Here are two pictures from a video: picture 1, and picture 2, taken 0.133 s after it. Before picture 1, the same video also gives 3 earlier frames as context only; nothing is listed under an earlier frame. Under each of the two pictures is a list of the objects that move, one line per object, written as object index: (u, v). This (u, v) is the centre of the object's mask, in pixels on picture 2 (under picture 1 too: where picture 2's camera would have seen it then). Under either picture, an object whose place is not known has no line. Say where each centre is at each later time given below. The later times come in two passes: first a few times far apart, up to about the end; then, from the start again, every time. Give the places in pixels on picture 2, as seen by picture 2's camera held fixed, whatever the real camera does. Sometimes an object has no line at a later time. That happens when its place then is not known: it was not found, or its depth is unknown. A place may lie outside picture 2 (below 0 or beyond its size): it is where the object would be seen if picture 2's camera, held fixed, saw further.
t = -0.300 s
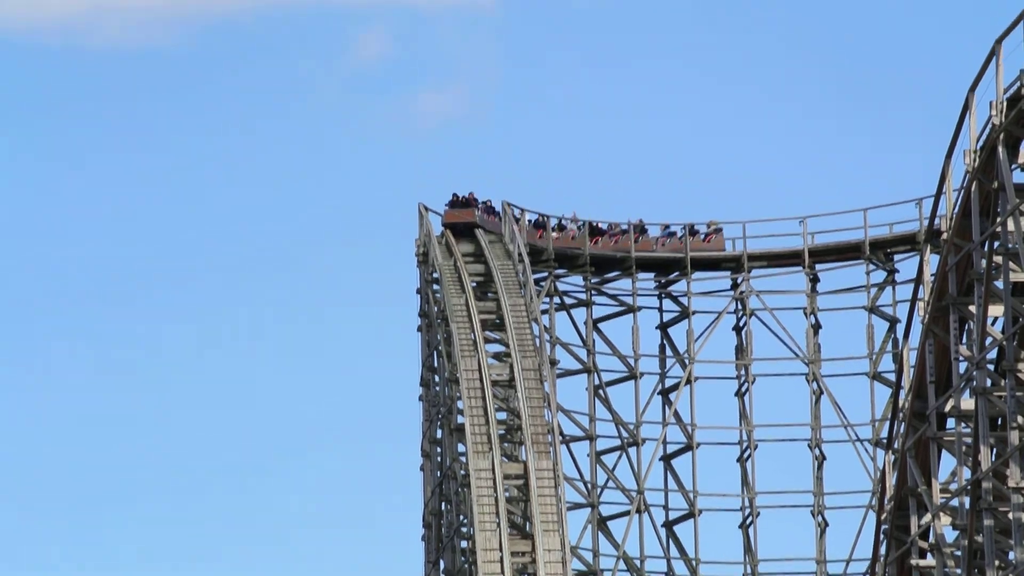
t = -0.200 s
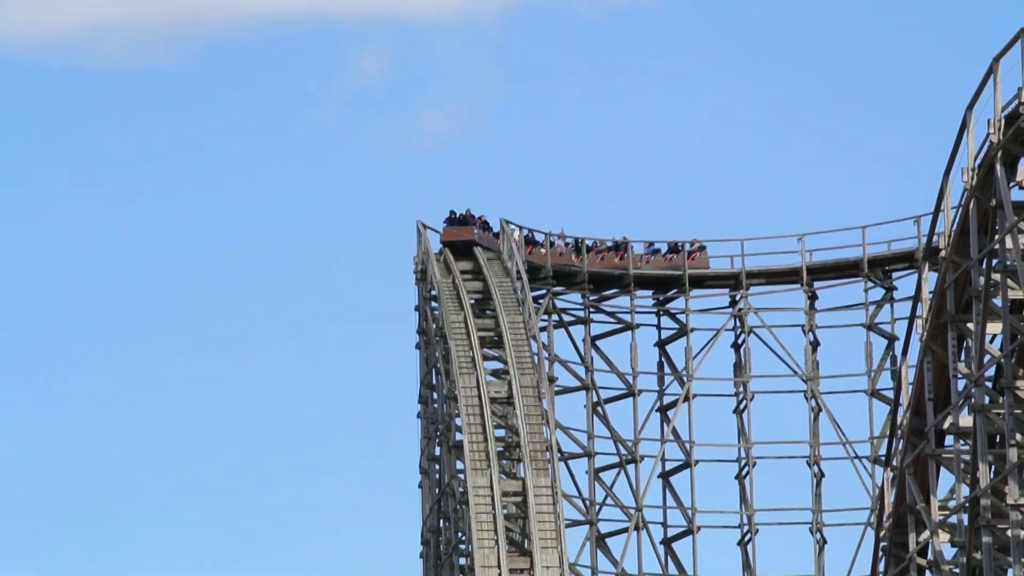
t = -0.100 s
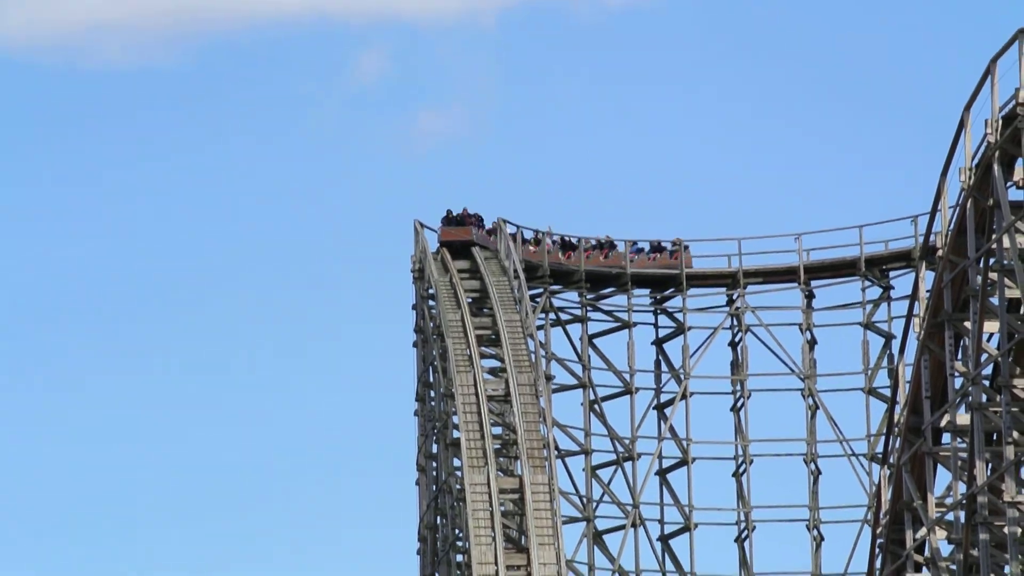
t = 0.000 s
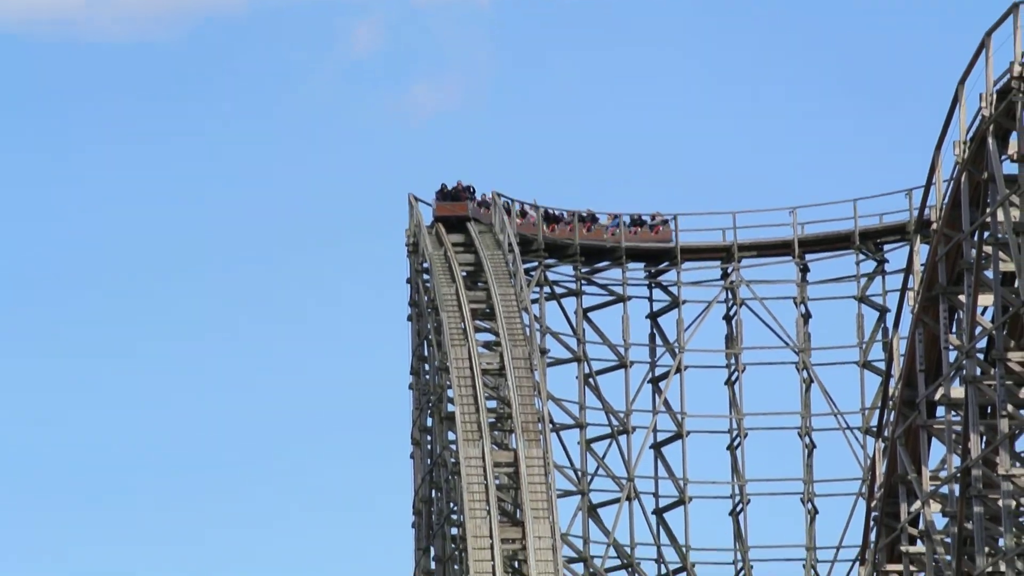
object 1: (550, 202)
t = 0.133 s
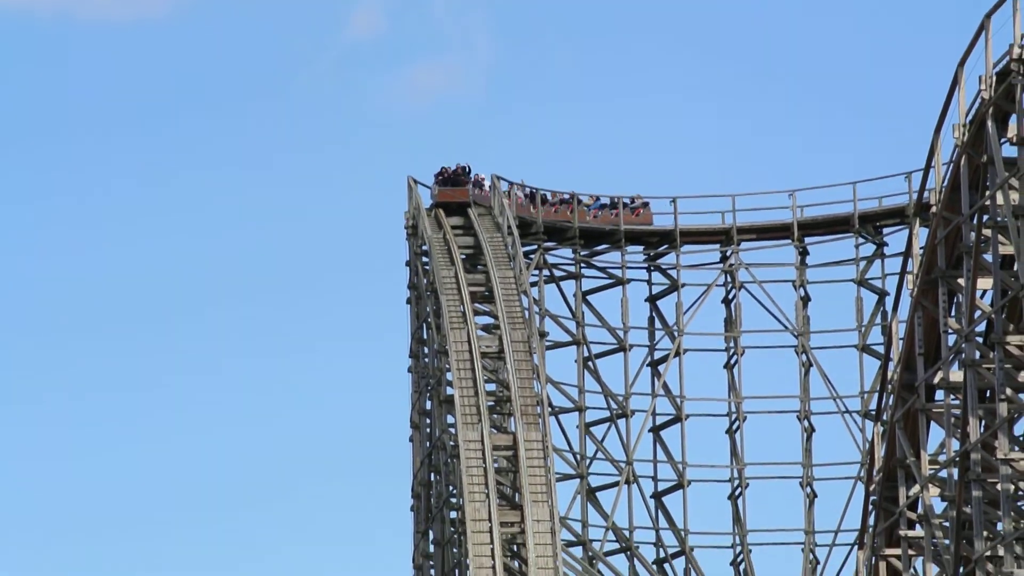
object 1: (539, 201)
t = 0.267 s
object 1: (528, 199)
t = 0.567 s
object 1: (505, 196)
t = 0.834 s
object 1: (481, 201)
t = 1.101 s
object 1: (463, 212)
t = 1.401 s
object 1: (467, 228)
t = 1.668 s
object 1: (471, 250)
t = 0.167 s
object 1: (536, 200)
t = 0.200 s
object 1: (533, 200)
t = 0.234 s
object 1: (531, 200)
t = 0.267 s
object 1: (528, 199)
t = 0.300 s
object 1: (525, 199)
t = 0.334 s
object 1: (519, 199)
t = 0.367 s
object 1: (518, 198)
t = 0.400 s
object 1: (515, 198)
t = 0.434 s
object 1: (513, 198)
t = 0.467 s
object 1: (509, 198)
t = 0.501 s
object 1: (507, 198)
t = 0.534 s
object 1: (505, 197)
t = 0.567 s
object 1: (505, 196)
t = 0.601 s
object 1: (492, 198)
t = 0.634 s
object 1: (491, 200)
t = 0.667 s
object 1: (491, 198)
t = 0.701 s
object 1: (491, 199)
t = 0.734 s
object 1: (488, 199)
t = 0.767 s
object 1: (486, 200)
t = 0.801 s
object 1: (483, 200)
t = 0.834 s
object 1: (481, 201)
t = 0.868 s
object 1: (478, 202)
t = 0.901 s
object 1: (477, 203)
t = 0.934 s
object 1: (475, 204)
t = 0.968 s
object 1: (473, 205)
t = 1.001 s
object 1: (463, 207)
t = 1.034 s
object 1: (463, 209)
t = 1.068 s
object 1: (463, 210)
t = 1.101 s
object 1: (463, 212)
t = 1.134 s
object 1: (464, 213)
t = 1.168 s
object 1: (464, 214)
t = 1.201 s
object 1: (464, 216)
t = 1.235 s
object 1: (465, 218)
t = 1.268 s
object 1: (465, 220)
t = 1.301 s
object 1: (465, 221)
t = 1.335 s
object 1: (466, 223)
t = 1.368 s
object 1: (466, 226)
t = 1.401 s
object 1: (467, 228)
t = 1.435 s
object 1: (467, 229)
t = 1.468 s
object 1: (467, 232)
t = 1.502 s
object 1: (468, 234)
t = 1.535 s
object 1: (468, 236)
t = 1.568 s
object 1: (469, 239)
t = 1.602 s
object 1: (470, 243)
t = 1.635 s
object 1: (471, 246)
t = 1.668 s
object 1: (471, 250)
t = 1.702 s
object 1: (473, 253)
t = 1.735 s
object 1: (473, 257)
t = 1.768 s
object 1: (473, 259)
